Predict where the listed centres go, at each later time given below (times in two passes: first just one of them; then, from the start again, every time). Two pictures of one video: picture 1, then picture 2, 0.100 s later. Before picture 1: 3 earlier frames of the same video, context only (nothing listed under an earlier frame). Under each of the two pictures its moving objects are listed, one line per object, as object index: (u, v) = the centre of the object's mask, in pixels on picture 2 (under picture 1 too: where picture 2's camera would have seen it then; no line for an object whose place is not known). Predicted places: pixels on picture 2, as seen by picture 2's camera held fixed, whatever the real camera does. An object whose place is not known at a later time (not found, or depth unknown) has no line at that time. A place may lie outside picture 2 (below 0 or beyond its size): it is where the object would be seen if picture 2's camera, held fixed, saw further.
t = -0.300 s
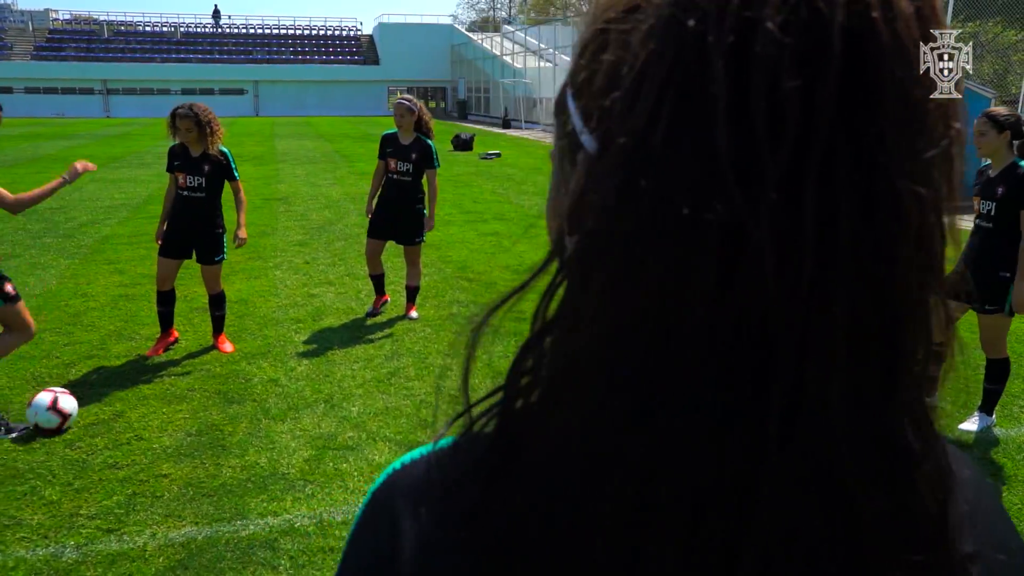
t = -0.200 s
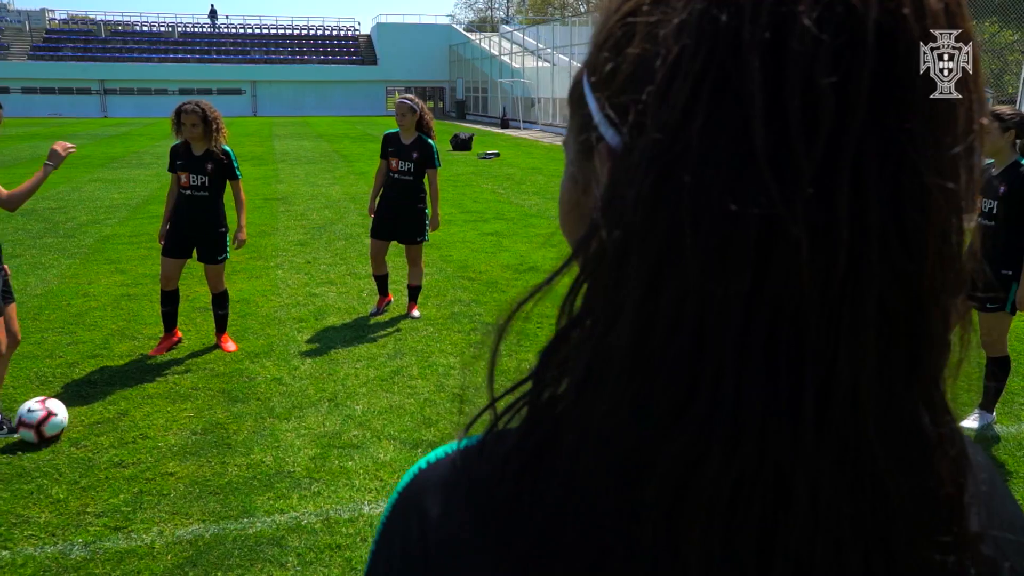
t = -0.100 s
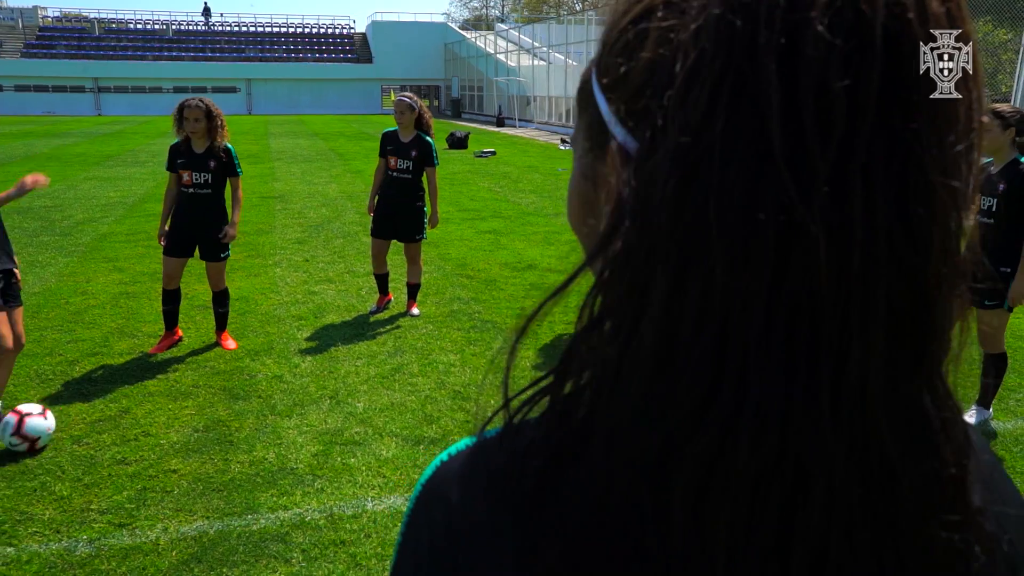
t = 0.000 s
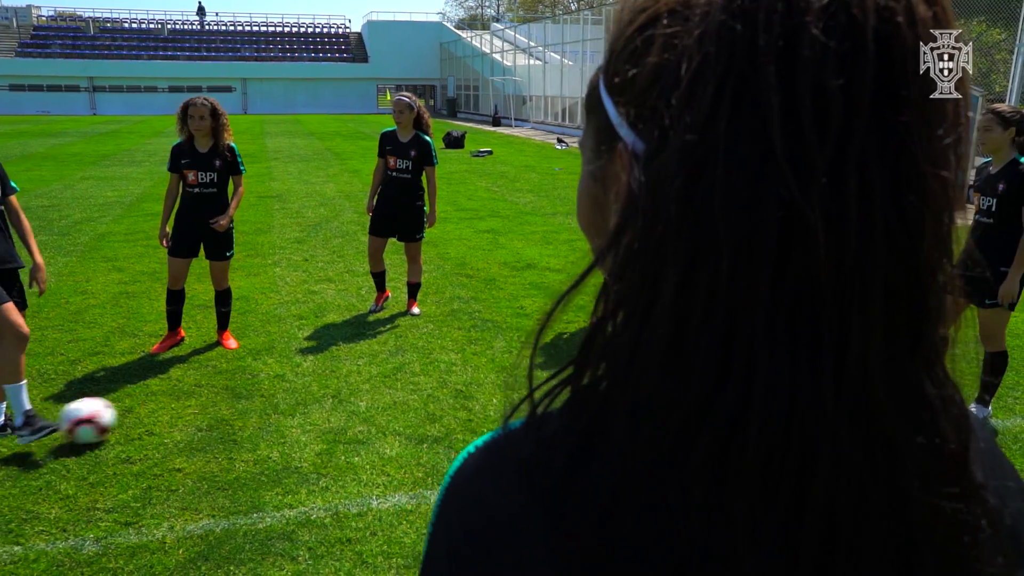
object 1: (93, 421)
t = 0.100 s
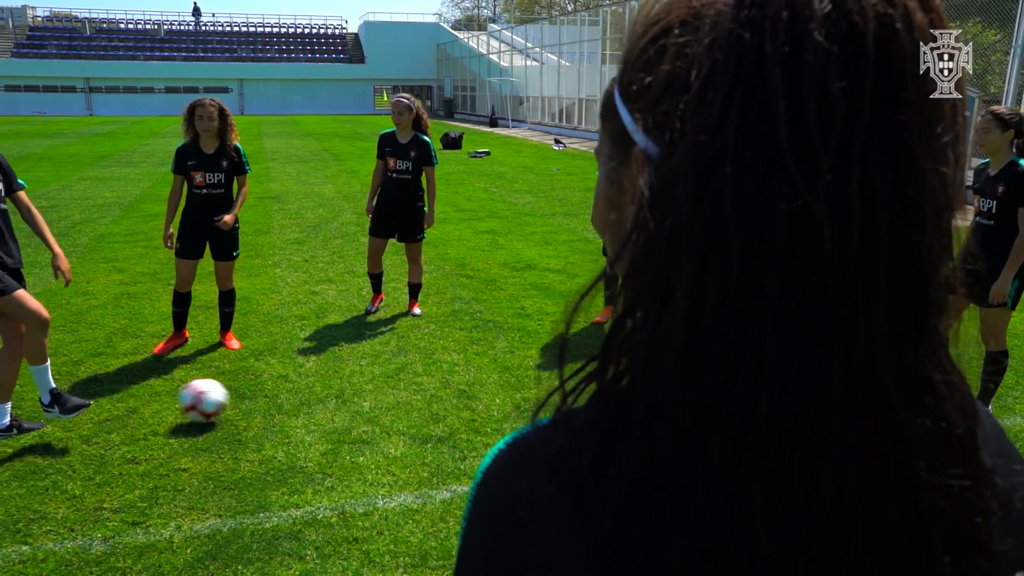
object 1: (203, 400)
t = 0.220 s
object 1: (313, 380)
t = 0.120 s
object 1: (223, 399)
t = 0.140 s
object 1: (243, 397)
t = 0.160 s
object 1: (263, 396)
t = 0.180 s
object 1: (281, 391)
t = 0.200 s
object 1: (297, 385)
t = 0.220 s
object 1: (313, 380)
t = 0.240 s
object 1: (329, 377)
